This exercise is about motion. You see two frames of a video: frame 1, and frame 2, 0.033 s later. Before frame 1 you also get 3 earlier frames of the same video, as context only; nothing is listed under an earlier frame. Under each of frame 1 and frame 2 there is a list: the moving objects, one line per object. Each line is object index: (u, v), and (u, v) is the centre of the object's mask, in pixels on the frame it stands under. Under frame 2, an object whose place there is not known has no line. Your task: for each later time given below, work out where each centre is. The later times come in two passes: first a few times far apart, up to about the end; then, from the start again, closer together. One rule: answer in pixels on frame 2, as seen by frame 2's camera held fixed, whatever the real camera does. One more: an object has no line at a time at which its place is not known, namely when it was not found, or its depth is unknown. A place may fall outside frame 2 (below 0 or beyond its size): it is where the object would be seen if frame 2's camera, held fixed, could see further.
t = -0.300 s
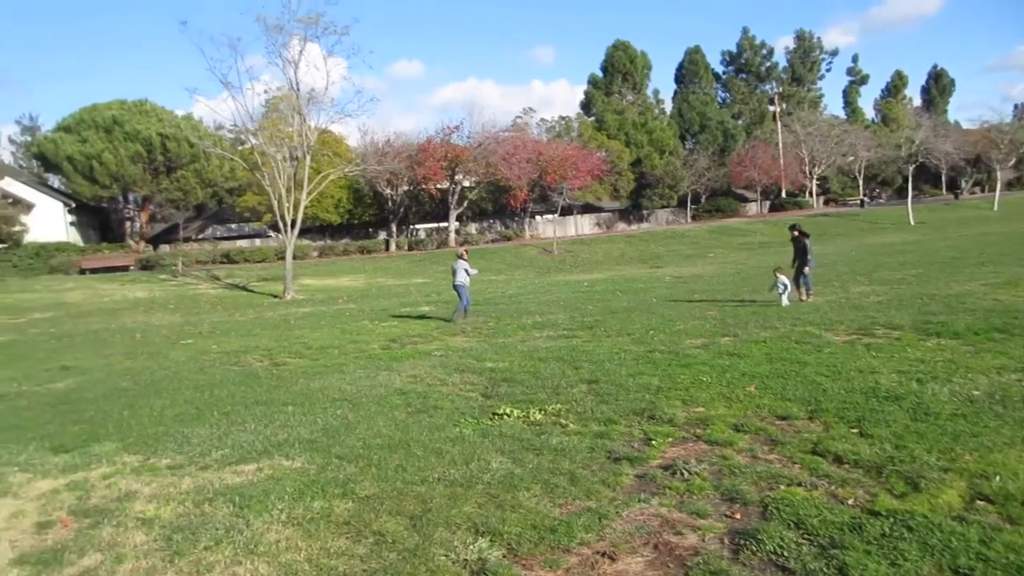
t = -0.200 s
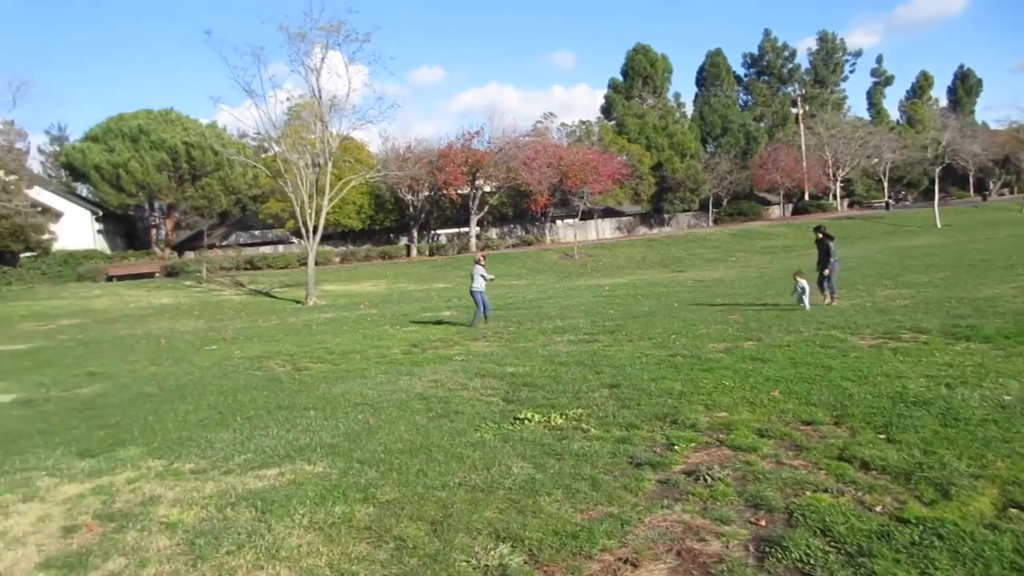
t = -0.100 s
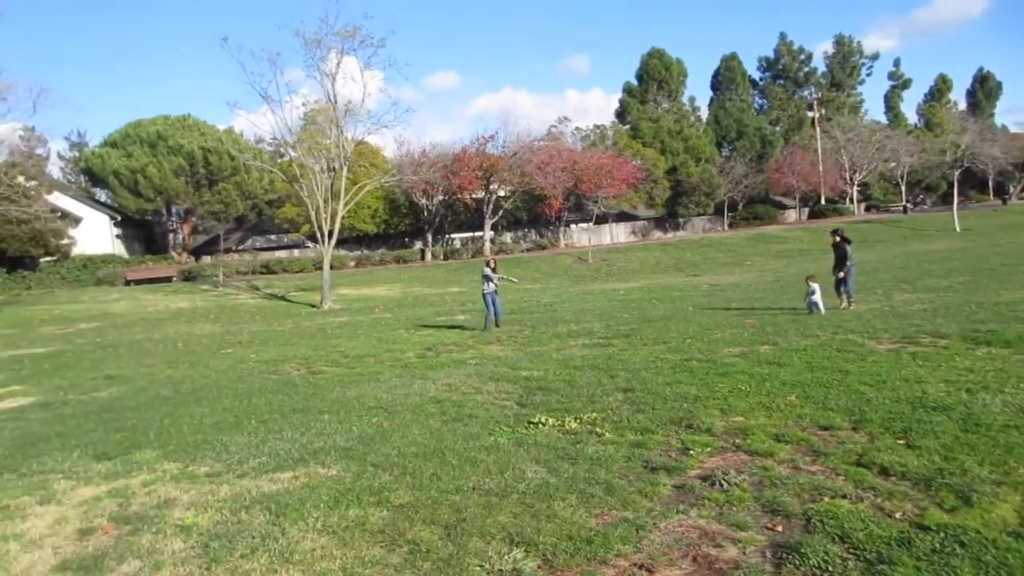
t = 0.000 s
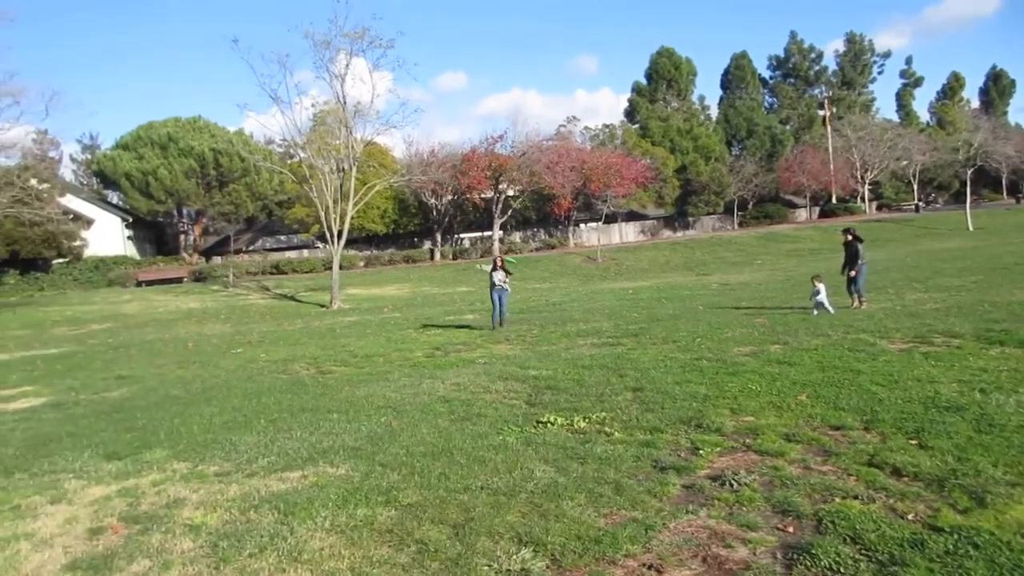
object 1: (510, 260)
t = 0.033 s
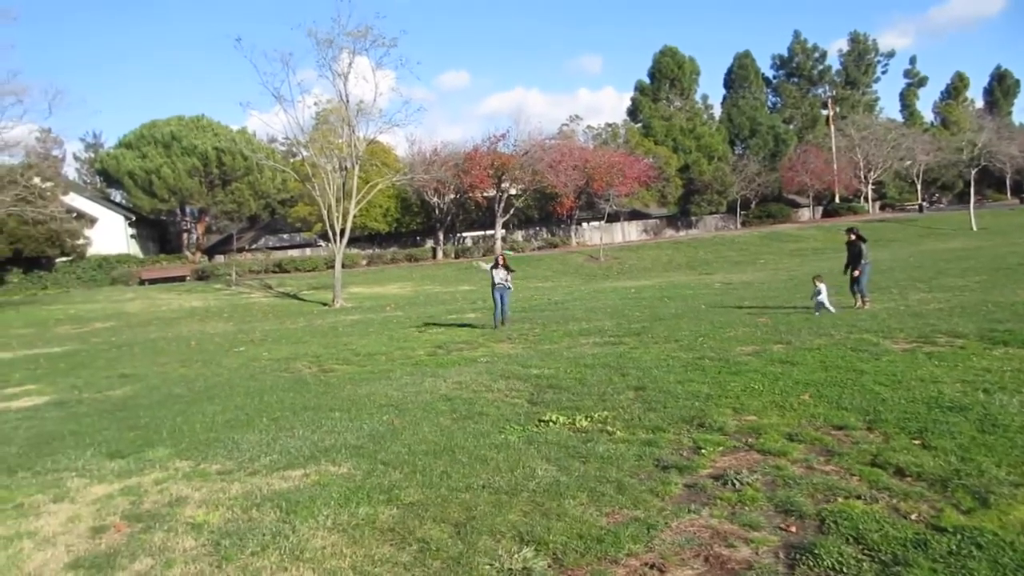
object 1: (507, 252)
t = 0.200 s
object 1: (486, 225)
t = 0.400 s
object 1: (463, 178)
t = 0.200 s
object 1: (486, 225)
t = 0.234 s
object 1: (482, 219)
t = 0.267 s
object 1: (477, 212)
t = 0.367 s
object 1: (465, 188)
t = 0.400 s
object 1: (463, 178)
